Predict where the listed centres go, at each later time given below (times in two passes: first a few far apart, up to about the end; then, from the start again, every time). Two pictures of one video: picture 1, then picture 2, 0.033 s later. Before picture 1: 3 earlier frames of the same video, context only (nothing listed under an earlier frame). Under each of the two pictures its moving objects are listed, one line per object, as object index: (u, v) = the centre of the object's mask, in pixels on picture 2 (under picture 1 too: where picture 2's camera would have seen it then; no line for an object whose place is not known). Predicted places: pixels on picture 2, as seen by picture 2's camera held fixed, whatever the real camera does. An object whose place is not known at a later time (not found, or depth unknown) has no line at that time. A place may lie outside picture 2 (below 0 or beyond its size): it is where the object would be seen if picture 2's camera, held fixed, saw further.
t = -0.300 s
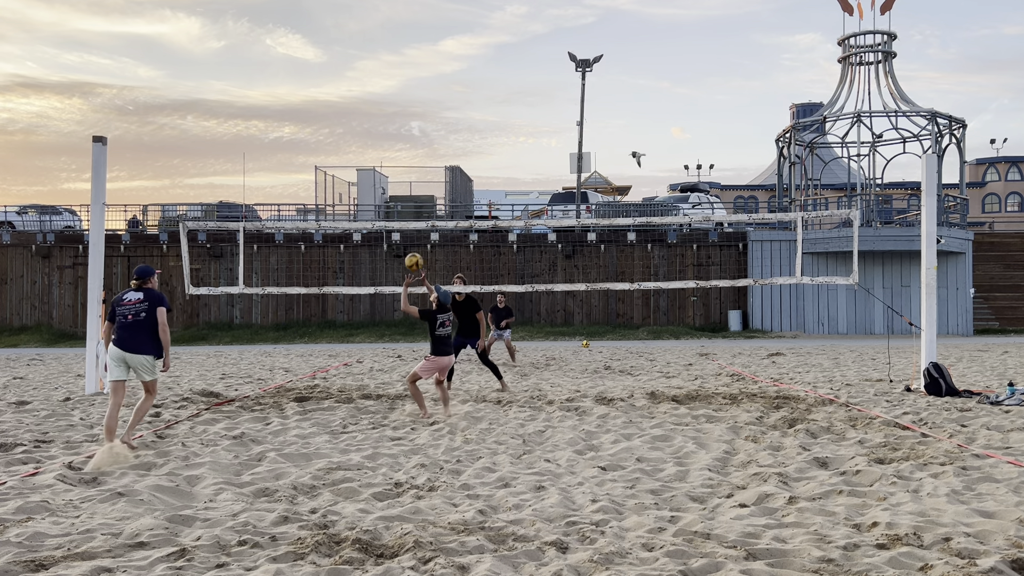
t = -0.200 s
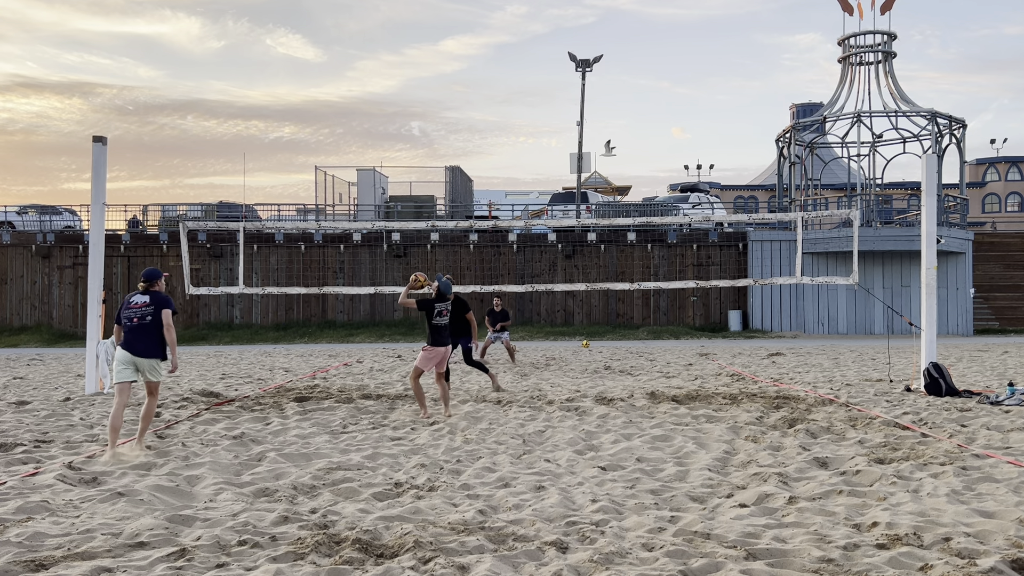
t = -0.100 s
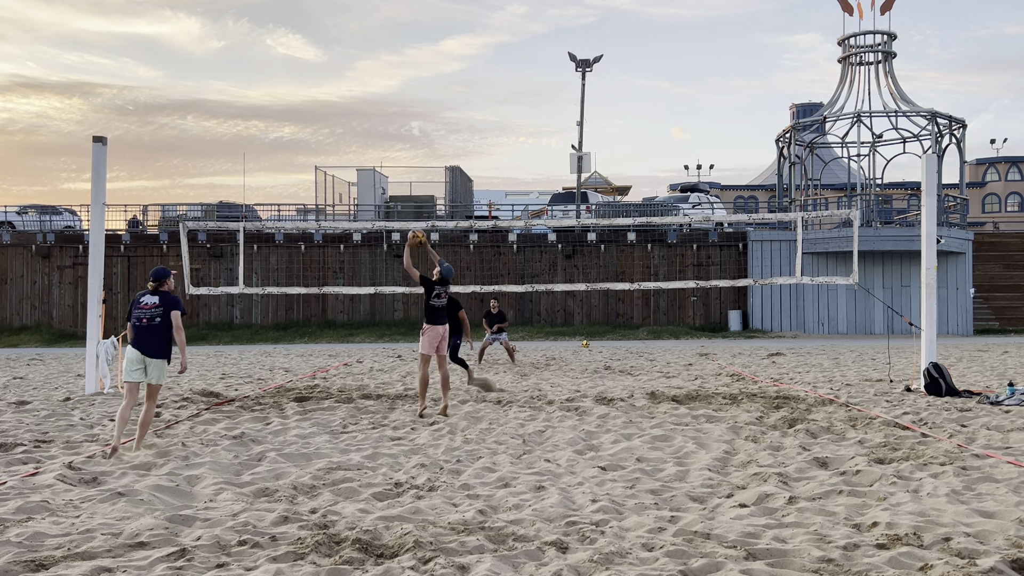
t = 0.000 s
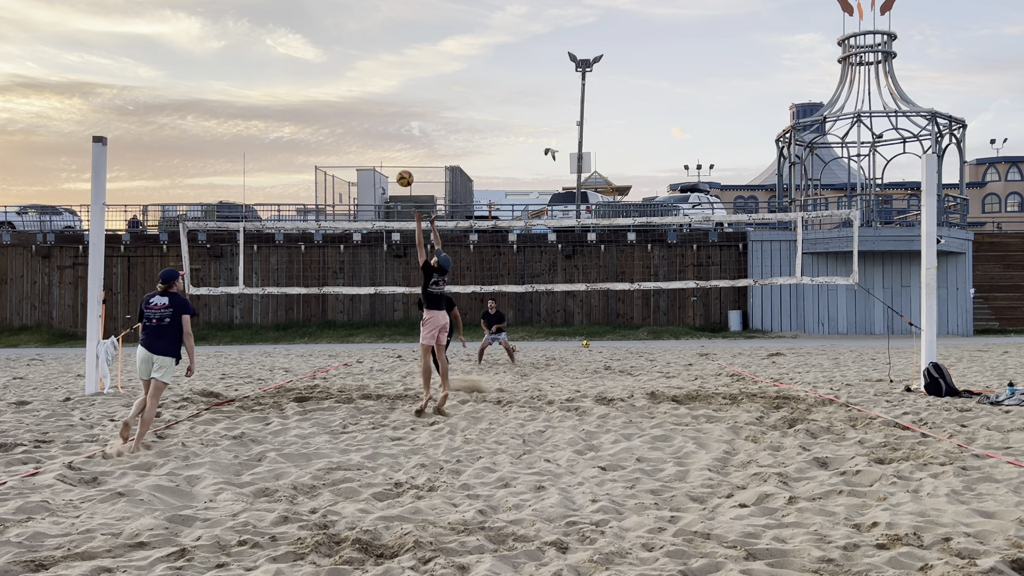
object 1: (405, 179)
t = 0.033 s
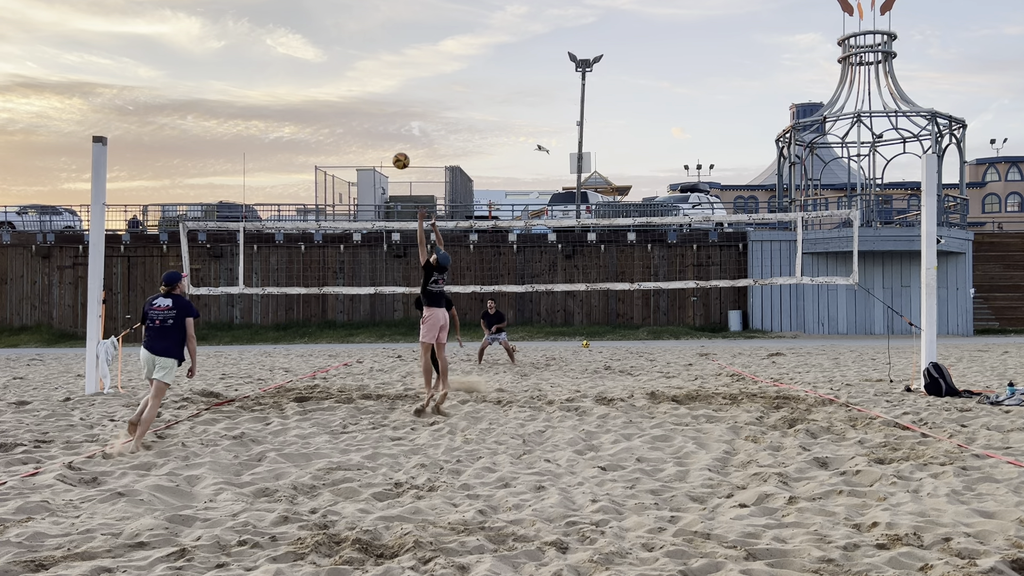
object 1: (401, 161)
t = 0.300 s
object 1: (370, 55)
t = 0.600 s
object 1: (338, 8)
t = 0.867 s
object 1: (311, 25)
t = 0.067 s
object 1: (397, 144)
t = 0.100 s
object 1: (393, 128)
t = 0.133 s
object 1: (389, 114)
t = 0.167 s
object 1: (386, 100)
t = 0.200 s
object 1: (382, 87)
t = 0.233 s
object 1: (378, 75)
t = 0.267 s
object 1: (374, 65)
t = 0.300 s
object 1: (370, 55)
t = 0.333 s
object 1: (367, 46)
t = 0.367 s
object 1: (363, 38)
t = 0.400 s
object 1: (359, 31)
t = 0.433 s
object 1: (356, 25)
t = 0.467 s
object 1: (352, 20)
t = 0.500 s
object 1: (348, 16)
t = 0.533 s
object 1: (345, 12)
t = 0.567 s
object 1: (342, 10)
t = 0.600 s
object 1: (338, 8)
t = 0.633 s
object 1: (335, 8)
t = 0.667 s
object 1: (331, 8)
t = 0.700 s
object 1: (328, 8)
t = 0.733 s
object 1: (324, 10)
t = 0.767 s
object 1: (321, 12)
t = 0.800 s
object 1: (318, 16)
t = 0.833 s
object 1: (315, 20)
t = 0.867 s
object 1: (311, 25)
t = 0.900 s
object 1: (308, 31)
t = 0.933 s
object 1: (305, 38)
